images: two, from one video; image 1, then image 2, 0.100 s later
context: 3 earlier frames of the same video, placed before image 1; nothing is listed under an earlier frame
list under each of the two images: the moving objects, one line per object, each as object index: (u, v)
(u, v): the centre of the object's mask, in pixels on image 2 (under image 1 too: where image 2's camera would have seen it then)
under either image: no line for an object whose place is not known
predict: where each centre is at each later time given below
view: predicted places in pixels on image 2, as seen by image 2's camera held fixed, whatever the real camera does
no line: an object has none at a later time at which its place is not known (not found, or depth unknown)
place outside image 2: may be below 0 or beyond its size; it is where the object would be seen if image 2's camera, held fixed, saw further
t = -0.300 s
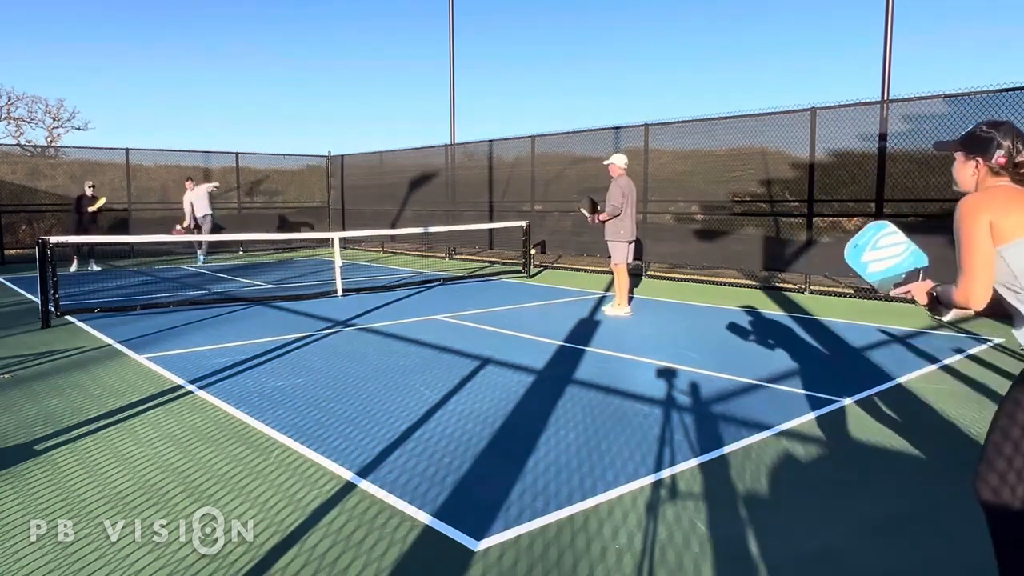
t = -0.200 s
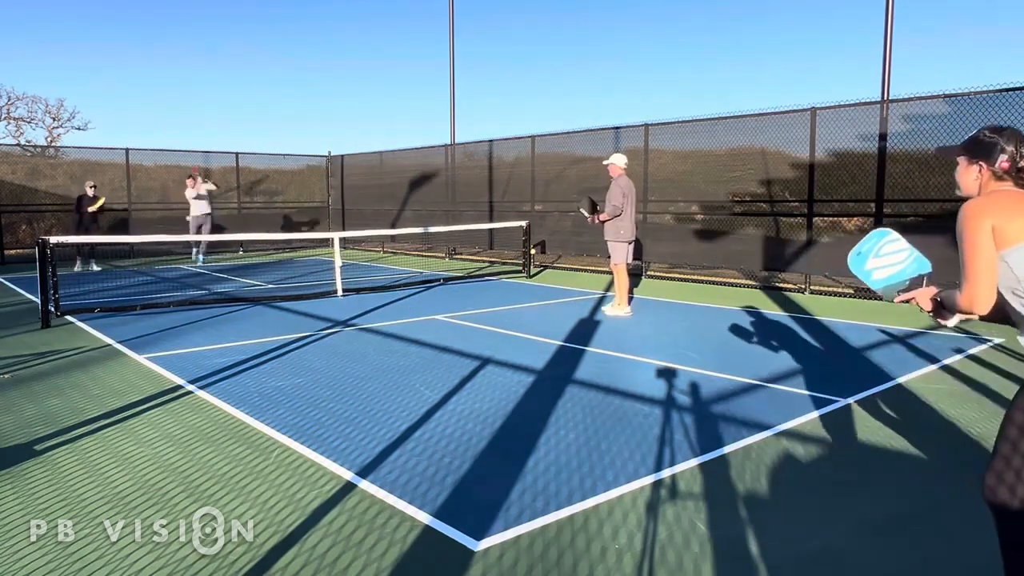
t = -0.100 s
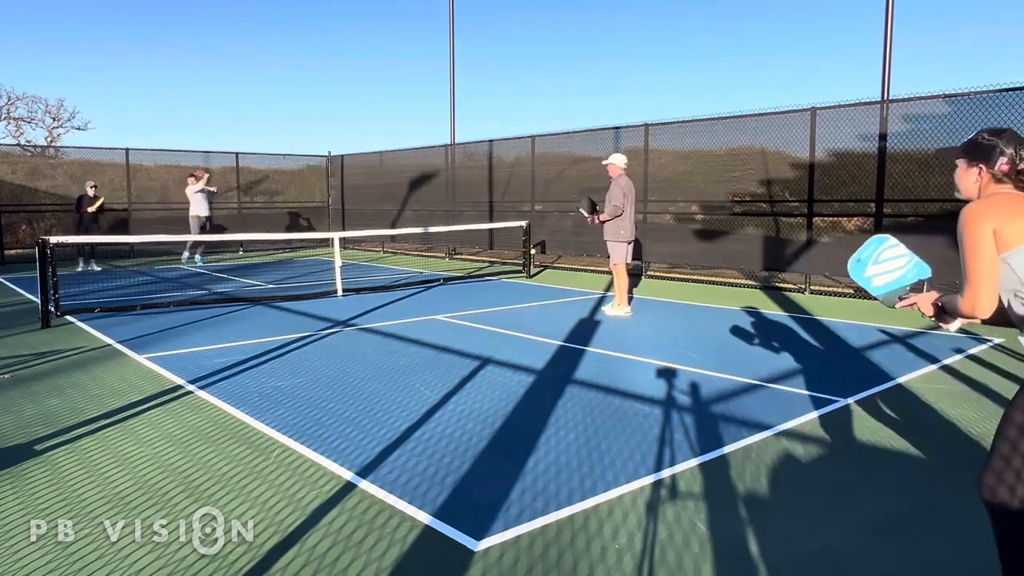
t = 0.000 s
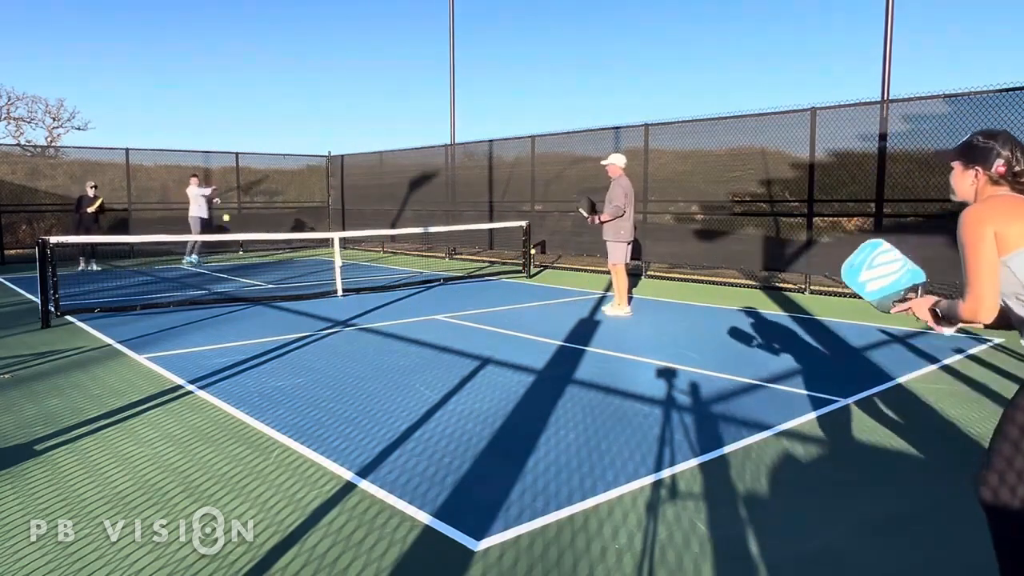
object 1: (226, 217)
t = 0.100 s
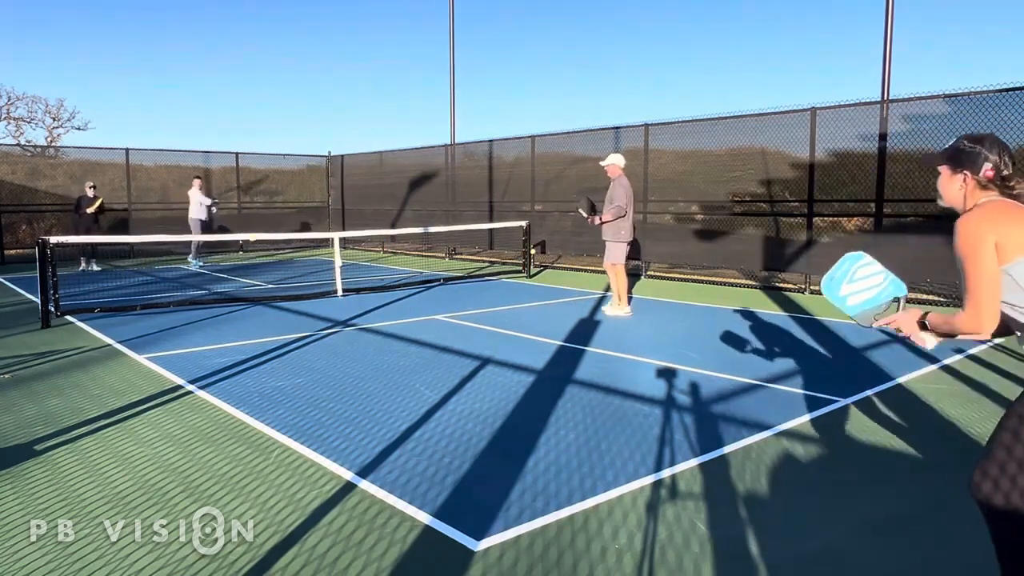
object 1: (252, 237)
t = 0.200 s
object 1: (285, 278)
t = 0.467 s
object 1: (416, 355)
